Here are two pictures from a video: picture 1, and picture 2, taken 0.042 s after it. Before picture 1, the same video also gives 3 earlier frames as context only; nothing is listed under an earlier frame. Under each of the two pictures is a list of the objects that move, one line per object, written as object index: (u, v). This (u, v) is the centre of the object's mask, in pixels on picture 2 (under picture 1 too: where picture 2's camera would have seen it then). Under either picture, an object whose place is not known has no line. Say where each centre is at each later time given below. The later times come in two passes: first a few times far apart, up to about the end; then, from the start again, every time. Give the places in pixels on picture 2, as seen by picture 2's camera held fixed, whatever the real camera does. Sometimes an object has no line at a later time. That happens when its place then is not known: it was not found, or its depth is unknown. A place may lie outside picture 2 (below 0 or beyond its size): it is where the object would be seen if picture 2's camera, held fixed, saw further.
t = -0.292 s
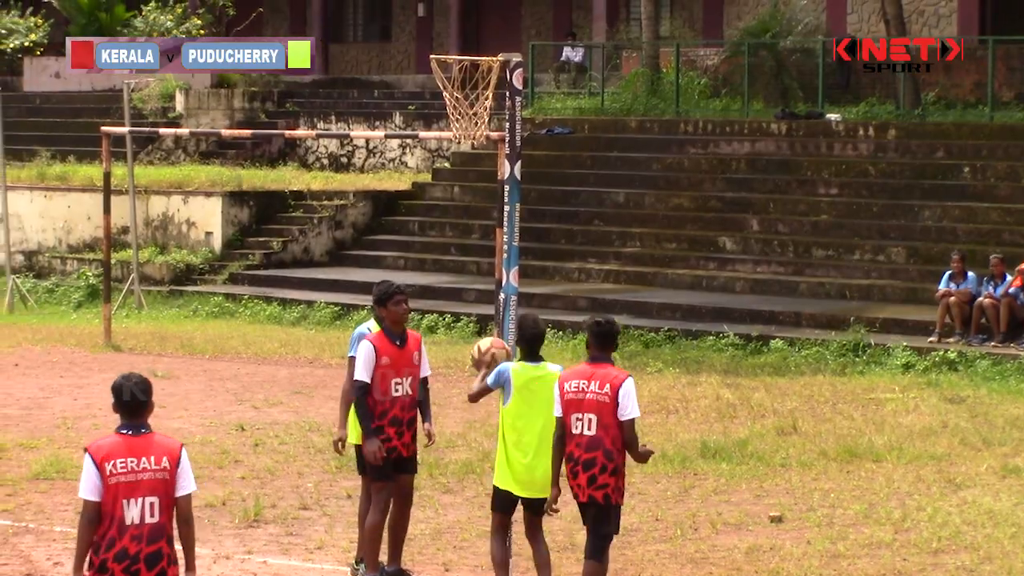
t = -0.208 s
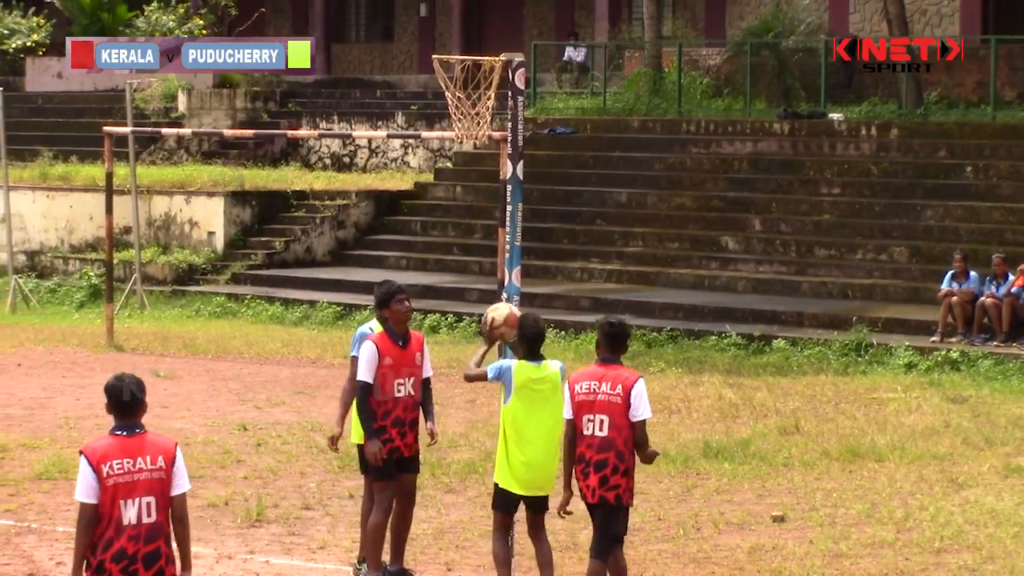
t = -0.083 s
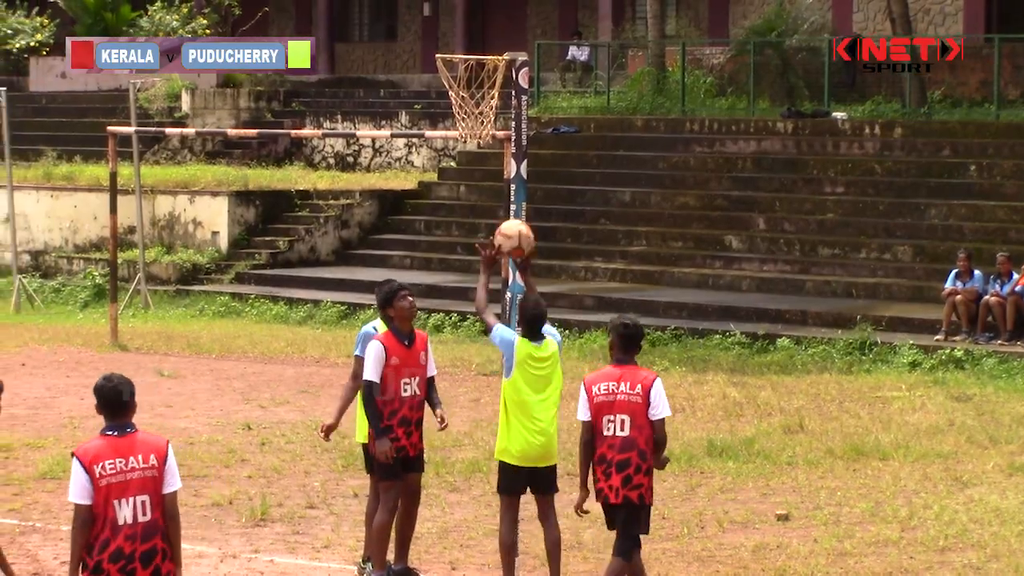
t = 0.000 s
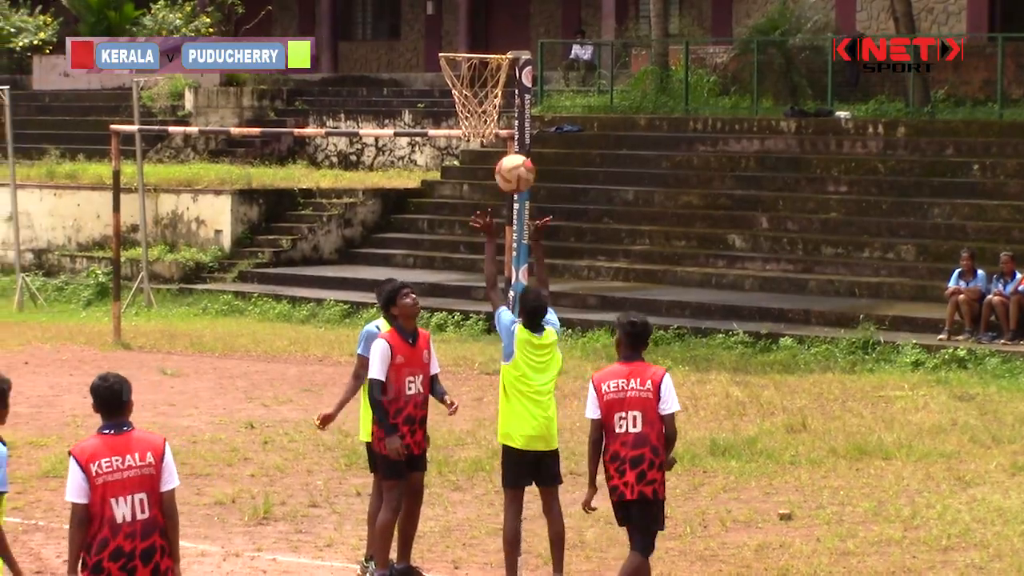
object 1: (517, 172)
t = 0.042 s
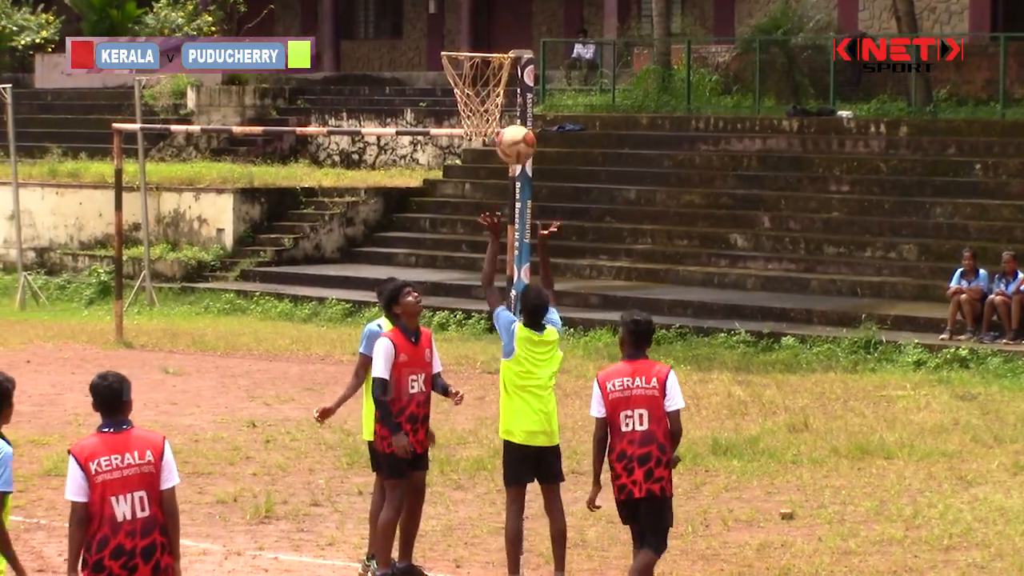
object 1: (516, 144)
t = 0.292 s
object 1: (509, 34)
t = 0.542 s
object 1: (501, 28)
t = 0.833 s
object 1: (484, 40)
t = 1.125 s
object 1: (471, 164)
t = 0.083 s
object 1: (515, 119)
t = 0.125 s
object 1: (514, 96)
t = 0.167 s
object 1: (513, 76)
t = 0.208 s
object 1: (512, 59)
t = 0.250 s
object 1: (510, 45)
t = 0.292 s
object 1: (509, 34)
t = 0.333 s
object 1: (508, 25)
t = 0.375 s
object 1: (506, 22)
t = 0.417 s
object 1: (505, 20)
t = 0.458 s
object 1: (504, 21)
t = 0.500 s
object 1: (502, 24)
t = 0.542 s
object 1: (501, 28)
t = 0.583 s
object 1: (500, 36)
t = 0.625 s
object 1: (497, 33)
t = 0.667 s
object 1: (494, 30)
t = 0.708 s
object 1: (492, 30)
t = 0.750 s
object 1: (489, 32)
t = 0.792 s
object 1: (486, 36)
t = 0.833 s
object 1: (484, 40)
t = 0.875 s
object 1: (481, 55)
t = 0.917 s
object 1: (477, 75)
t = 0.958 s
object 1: (473, 93)
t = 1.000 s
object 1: (471, 109)
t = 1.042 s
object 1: (472, 126)
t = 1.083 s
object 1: (471, 143)
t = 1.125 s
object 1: (471, 164)
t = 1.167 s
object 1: (470, 187)
